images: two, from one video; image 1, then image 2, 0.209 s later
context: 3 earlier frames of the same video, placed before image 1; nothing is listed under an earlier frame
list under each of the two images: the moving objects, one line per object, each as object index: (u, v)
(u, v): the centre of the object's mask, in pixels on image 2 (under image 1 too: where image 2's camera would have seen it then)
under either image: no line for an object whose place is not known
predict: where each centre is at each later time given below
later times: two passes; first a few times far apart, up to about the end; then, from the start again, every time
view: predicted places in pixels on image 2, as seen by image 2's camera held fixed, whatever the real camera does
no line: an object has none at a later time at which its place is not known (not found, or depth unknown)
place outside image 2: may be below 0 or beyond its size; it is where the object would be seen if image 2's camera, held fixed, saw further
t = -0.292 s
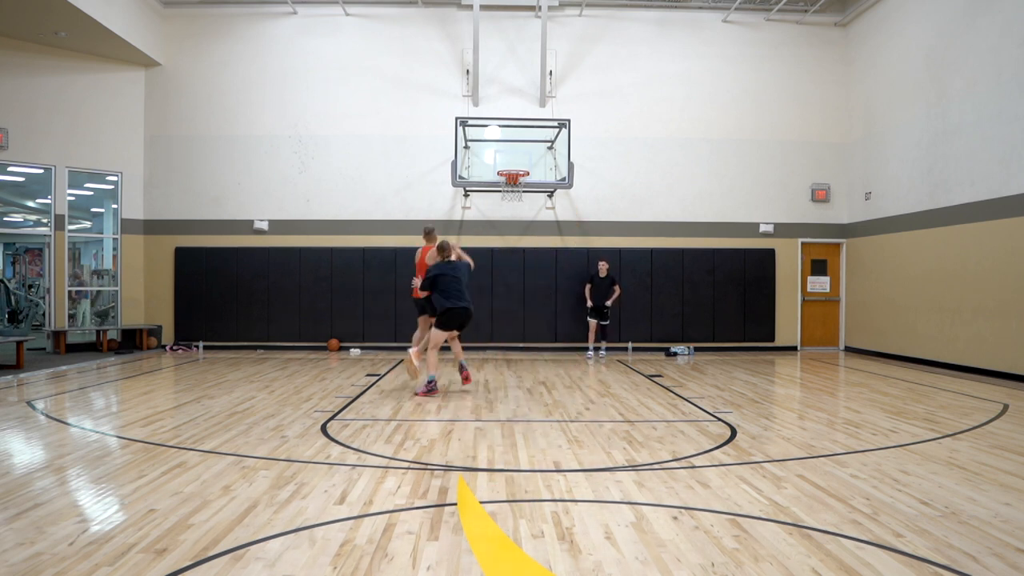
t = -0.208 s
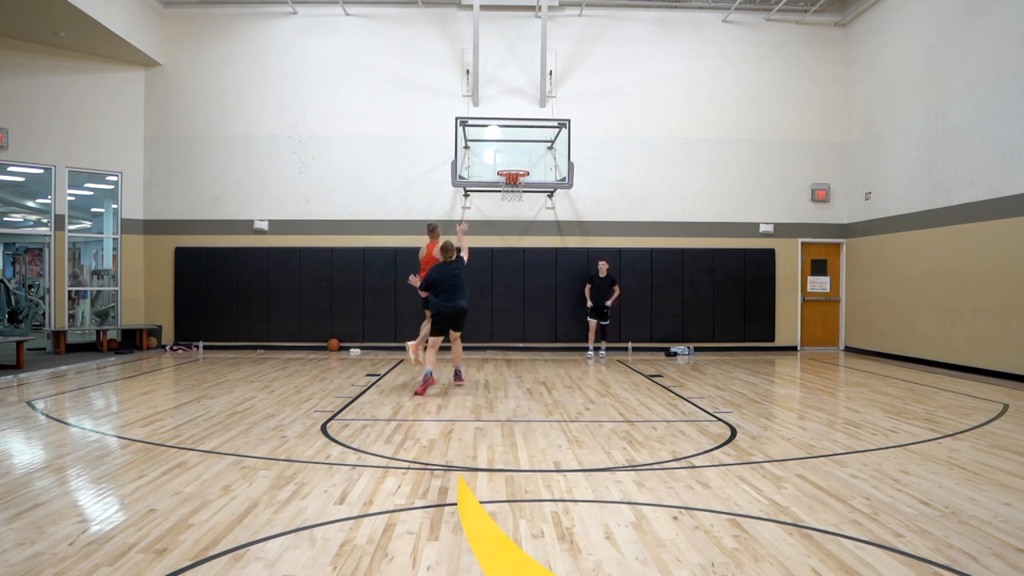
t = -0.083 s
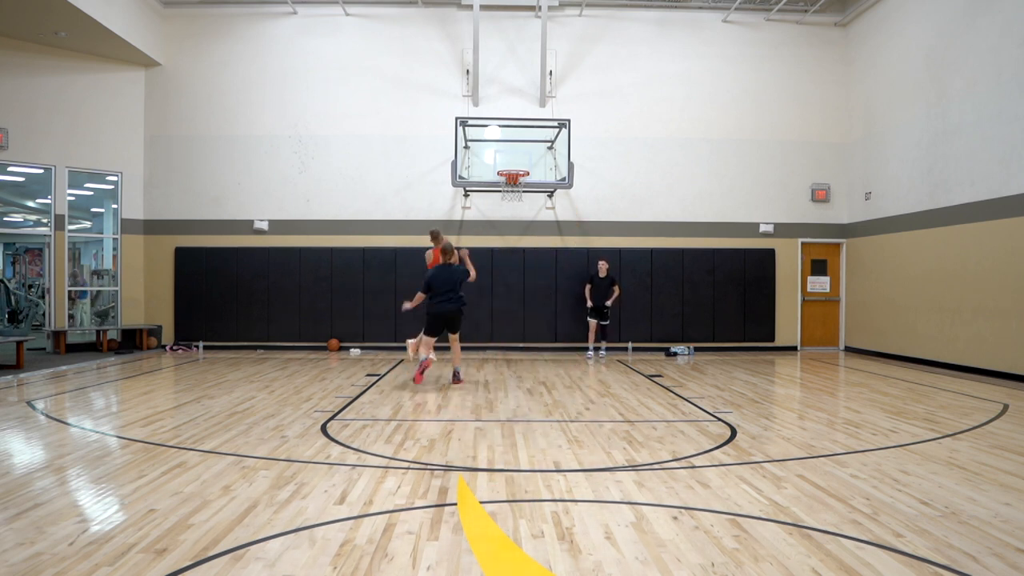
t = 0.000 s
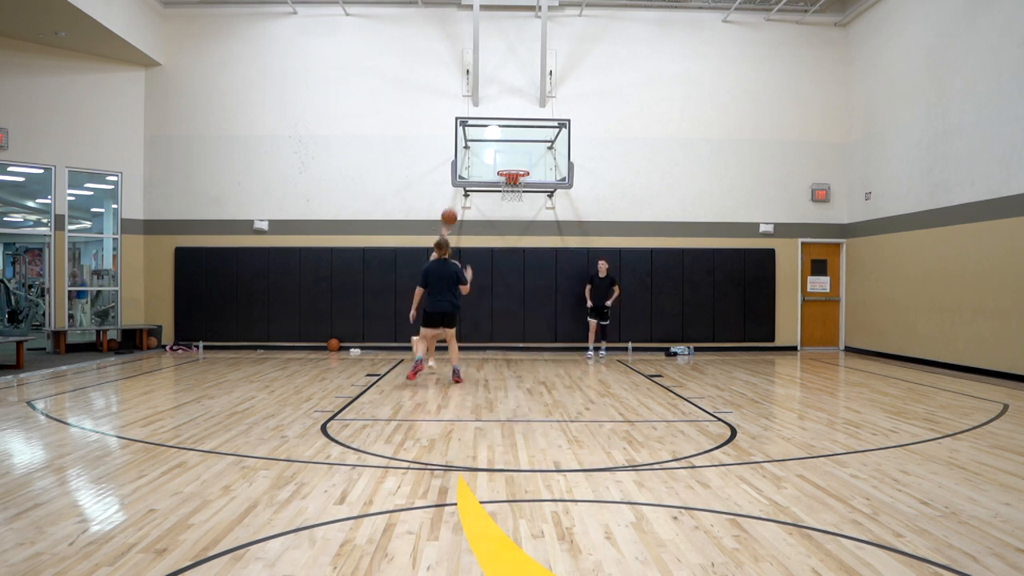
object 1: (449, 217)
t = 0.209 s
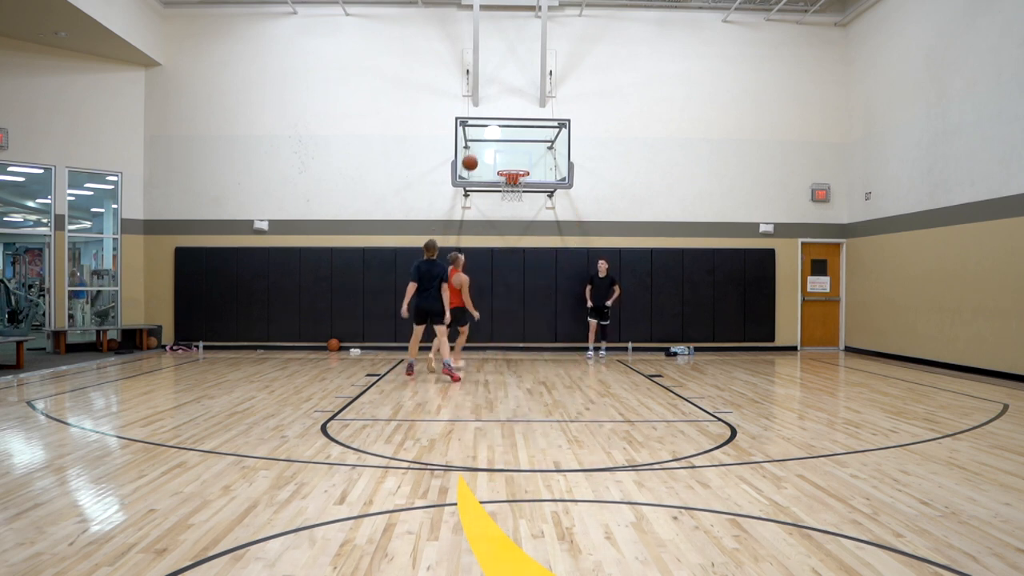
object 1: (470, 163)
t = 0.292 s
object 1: (478, 150)
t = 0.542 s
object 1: (500, 140)
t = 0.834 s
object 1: (523, 161)
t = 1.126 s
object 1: (524, 153)
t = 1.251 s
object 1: (524, 162)
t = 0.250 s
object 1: (473, 156)
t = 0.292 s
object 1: (478, 150)
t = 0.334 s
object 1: (481, 145)
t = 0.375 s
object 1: (485, 142)
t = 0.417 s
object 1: (489, 140)
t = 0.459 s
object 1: (493, 139)
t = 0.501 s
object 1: (496, 139)
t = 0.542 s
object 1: (500, 140)
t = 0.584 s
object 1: (503, 142)
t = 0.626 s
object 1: (507, 145)
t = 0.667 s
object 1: (510, 149)
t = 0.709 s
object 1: (513, 150)
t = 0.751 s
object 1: (517, 153)
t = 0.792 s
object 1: (520, 157)
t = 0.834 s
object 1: (523, 161)
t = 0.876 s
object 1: (526, 164)
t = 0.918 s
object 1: (525, 160)
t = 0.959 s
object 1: (525, 157)
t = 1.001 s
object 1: (525, 154)
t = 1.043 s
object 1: (525, 153)
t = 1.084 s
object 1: (524, 152)
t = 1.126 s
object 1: (524, 153)
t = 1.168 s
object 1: (524, 155)
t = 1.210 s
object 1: (524, 158)
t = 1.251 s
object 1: (524, 162)
